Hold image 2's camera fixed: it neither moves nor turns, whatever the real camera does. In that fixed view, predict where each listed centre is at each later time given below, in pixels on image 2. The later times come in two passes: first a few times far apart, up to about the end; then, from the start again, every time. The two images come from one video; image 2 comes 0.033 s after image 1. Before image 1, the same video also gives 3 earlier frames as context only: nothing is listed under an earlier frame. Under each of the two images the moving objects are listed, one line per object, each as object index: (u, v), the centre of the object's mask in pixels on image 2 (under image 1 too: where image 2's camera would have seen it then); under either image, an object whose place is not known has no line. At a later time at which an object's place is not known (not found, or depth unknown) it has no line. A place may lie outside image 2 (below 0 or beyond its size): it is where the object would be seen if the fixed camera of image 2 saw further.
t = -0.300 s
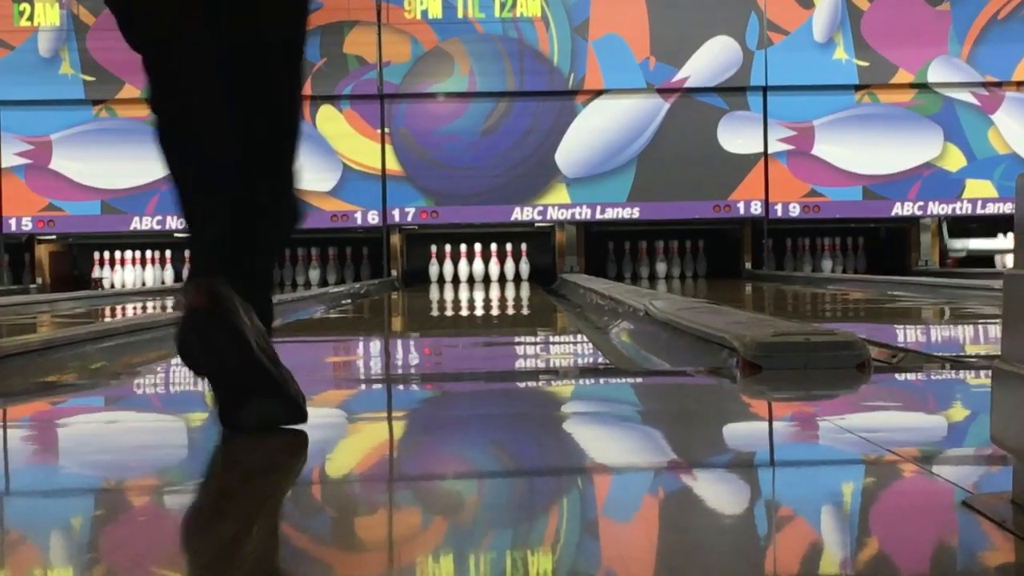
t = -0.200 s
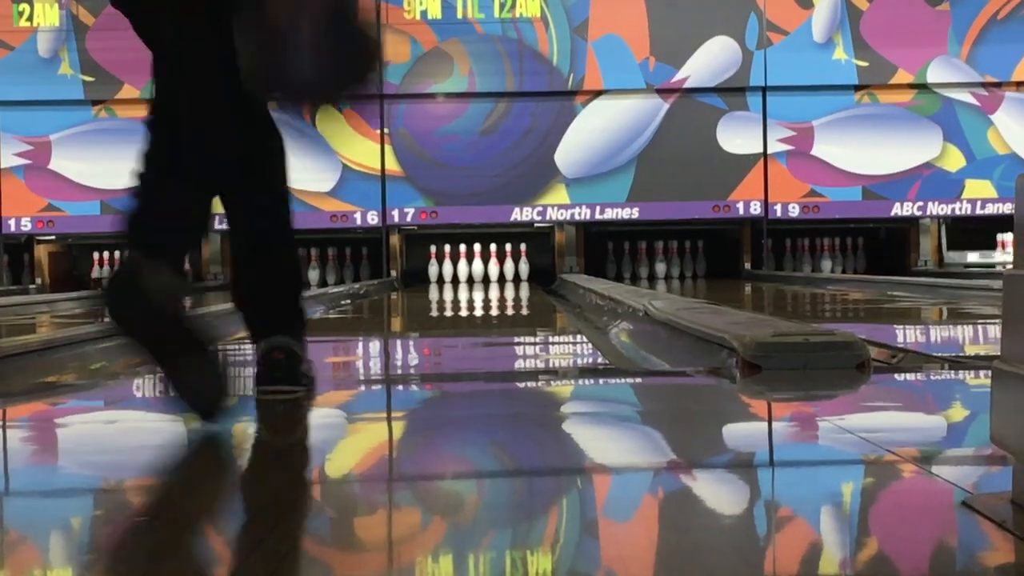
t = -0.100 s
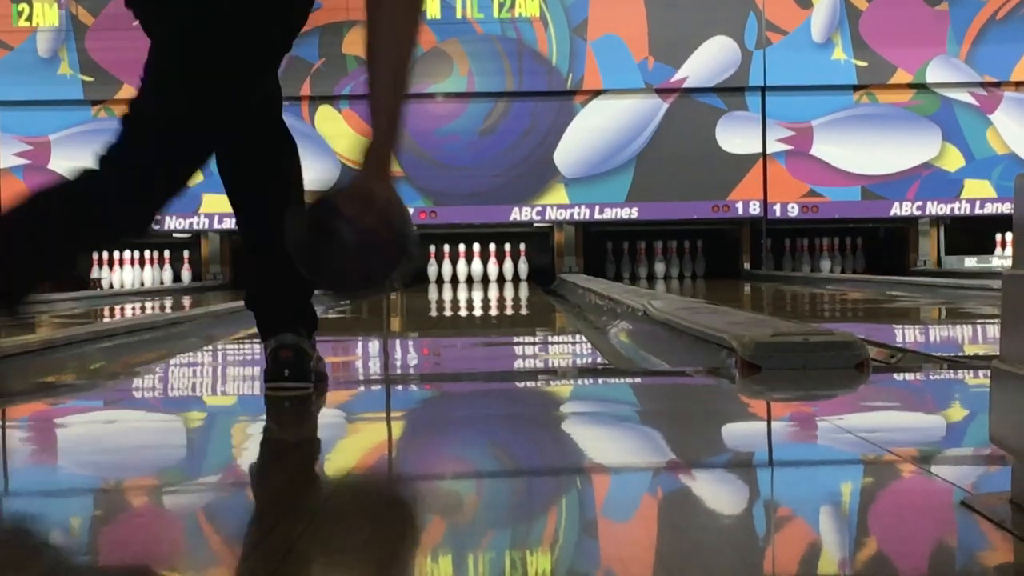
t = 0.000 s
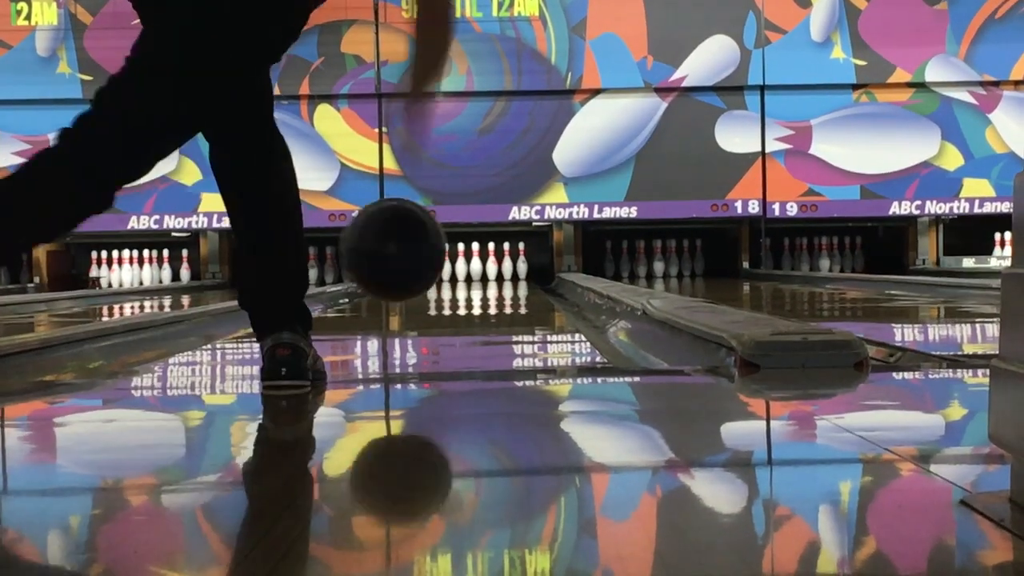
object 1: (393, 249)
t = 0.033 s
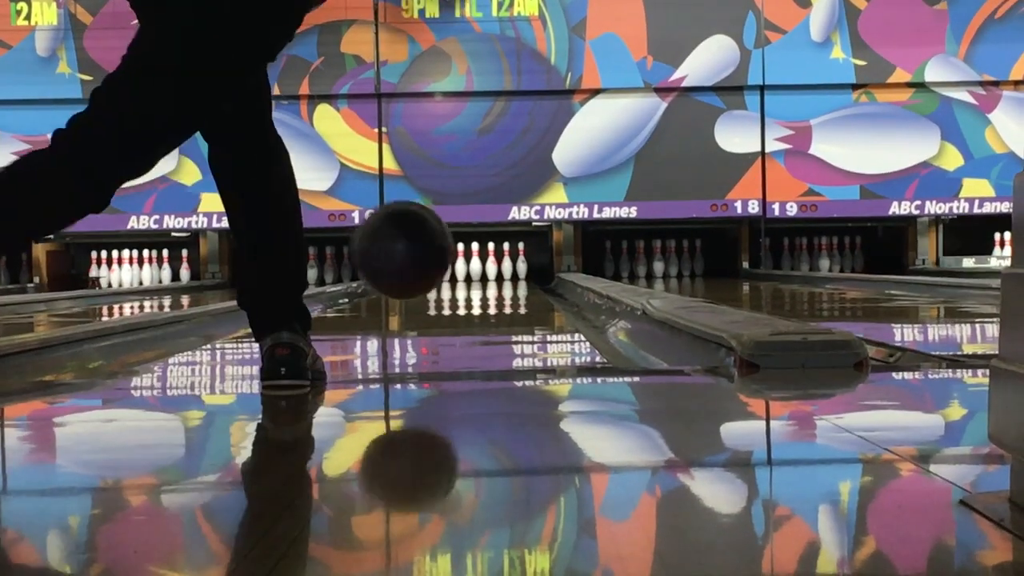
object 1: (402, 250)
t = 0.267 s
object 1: (448, 298)
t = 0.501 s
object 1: (472, 289)
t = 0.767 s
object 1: (488, 284)
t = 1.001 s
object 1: (496, 280)
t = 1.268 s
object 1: (502, 276)
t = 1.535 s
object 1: (504, 274)
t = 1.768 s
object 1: (505, 273)
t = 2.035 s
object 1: (501, 271)
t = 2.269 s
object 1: (494, 272)
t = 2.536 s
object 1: (483, 271)
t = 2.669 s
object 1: (481, 271)
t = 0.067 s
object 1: (411, 255)
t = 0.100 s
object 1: (417, 262)
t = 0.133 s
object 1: (425, 273)
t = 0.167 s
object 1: (431, 290)
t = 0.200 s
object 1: (438, 302)
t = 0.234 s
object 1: (443, 299)
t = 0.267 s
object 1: (448, 298)
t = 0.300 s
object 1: (452, 297)
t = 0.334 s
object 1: (456, 295)
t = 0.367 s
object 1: (459, 294)
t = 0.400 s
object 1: (463, 293)
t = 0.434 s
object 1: (466, 292)
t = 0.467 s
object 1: (469, 290)
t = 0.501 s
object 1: (472, 289)
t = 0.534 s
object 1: (474, 289)
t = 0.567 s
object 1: (476, 287)
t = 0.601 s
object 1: (478, 286)
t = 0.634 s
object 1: (480, 286)
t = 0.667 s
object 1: (483, 285)
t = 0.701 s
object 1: (485, 285)
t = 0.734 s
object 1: (486, 284)
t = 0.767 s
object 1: (488, 284)
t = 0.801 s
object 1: (489, 283)
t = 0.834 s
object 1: (491, 282)
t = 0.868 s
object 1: (492, 282)
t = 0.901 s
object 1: (493, 281)
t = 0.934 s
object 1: (494, 281)
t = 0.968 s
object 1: (495, 281)
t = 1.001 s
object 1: (496, 280)
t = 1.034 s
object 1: (498, 279)
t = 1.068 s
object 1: (498, 279)
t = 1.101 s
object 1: (499, 278)
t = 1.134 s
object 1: (499, 278)
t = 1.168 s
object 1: (500, 277)
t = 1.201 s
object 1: (501, 277)
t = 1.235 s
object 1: (501, 277)
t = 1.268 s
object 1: (502, 276)
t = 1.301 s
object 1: (502, 276)
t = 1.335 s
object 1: (503, 276)
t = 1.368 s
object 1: (503, 276)
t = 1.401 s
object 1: (504, 275)
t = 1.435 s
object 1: (504, 275)
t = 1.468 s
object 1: (504, 275)
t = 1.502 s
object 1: (504, 274)
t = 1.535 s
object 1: (504, 274)
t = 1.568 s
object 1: (505, 274)
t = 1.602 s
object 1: (505, 274)
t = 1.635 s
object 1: (505, 273)
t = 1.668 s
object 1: (505, 274)
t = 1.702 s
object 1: (505, 273)
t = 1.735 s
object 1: (505, 273)
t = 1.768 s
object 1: (505, 273)
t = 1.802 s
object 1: (505, 272)
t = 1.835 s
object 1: (504, 273)
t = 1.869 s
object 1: (504, 272)
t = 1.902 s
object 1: (503, 272)
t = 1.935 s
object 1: (503, 272)
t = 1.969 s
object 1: (503, 272)
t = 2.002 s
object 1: (502, 272)
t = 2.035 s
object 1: (501, 271)
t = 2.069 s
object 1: (500, 271)
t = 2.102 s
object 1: (499, 271)
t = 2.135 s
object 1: (498, 271)
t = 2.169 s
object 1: (497, 271)
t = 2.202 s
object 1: (496, 271)
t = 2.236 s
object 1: (494, 271)
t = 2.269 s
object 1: (494, 272)
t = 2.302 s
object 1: (492, 272)
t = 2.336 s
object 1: (491, 271)
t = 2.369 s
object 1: (489, 271)
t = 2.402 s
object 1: (487, 271)
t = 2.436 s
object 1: (486, 271)
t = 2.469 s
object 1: (484, 270)
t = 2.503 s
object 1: (483, 271)
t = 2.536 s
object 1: (483, 271)
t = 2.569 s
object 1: (483, 270)
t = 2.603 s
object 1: (482, 271)
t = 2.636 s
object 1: (481, 271)
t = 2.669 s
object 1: (481, 271)
